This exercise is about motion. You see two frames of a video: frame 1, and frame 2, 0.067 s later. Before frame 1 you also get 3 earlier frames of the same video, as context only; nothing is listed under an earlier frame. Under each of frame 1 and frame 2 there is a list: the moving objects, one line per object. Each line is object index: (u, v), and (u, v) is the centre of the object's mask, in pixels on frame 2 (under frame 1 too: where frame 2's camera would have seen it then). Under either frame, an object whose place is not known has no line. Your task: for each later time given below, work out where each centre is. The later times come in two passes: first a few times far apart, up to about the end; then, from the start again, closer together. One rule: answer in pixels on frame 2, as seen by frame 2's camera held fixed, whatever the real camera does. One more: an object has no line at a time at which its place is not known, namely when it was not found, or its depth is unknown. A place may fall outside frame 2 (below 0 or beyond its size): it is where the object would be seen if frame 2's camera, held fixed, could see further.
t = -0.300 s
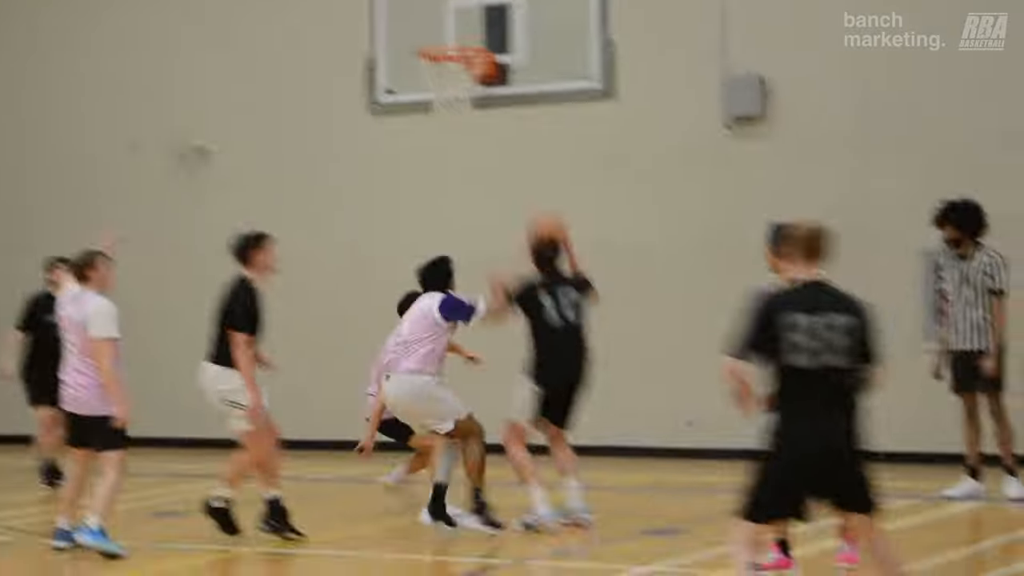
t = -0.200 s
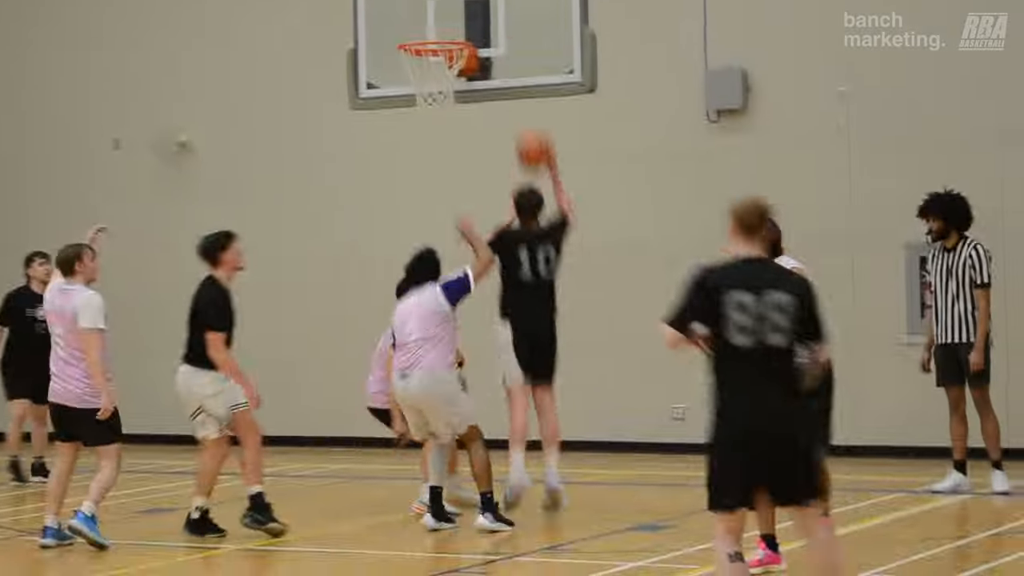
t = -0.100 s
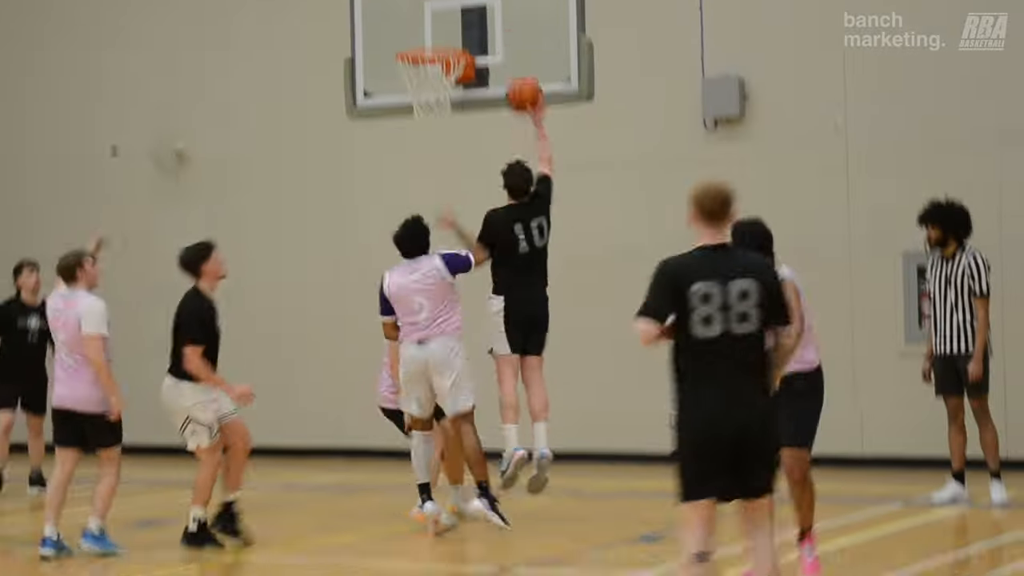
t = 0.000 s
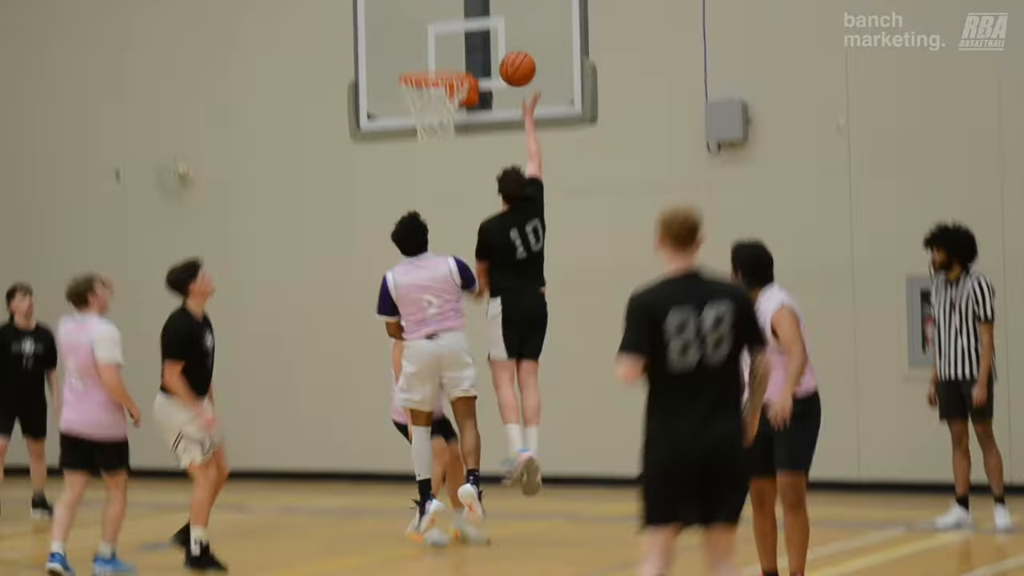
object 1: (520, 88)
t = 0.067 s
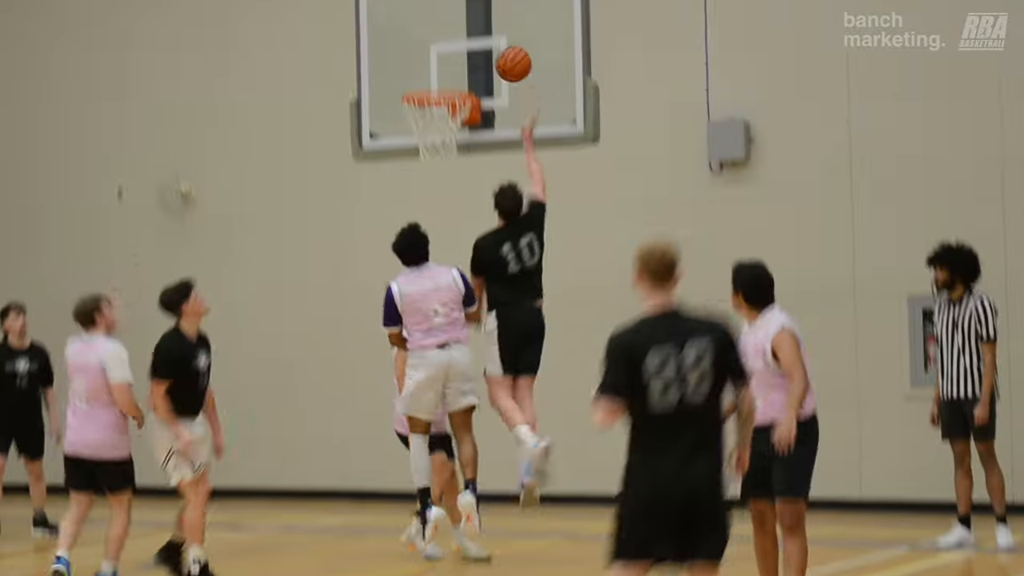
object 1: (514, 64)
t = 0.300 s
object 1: (491, 32)
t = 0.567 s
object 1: (444, 81)
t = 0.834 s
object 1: (419, 183)
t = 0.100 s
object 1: (510, 54)
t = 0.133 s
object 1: (507, 46)
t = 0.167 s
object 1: (504, 40)
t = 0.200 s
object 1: (501, 36)
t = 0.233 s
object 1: (498, 34)
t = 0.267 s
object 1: (496, 33)
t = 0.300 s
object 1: (491, 32)
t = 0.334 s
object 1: (485, 33)
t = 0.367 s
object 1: (478, 35)
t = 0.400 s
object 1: (472, 39)
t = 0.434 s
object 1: (467, 45)
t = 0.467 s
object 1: (461, 53)
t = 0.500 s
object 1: (454, 62)
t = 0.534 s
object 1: (449, 72)
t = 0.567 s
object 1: (444, 81)
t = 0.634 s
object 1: (434, 115)
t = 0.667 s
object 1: (428, 129)
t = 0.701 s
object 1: (425, 138)
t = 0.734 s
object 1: (426, 152)
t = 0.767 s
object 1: (423, 158)
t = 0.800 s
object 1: (421, 169)
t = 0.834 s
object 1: (419, 183)
